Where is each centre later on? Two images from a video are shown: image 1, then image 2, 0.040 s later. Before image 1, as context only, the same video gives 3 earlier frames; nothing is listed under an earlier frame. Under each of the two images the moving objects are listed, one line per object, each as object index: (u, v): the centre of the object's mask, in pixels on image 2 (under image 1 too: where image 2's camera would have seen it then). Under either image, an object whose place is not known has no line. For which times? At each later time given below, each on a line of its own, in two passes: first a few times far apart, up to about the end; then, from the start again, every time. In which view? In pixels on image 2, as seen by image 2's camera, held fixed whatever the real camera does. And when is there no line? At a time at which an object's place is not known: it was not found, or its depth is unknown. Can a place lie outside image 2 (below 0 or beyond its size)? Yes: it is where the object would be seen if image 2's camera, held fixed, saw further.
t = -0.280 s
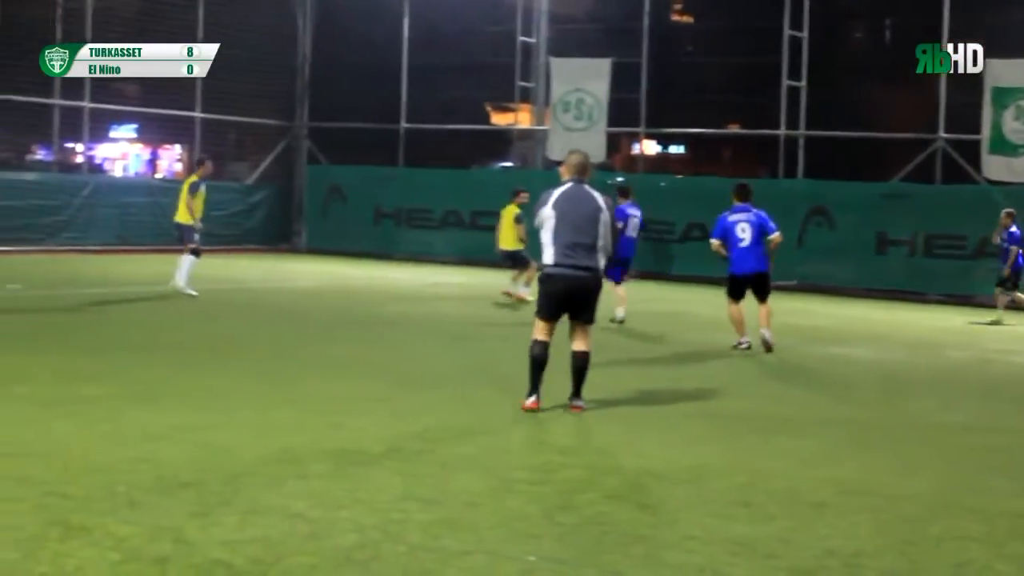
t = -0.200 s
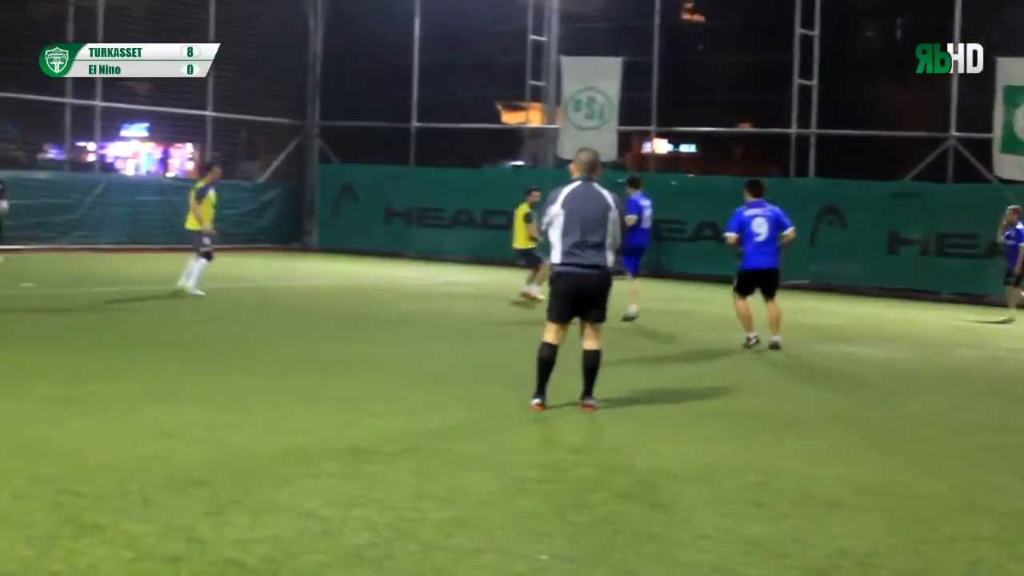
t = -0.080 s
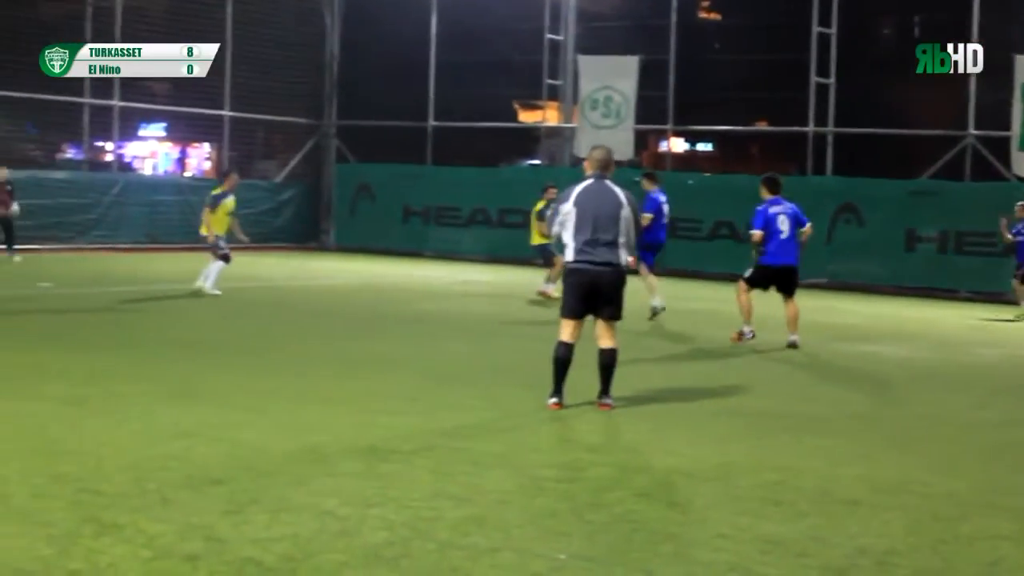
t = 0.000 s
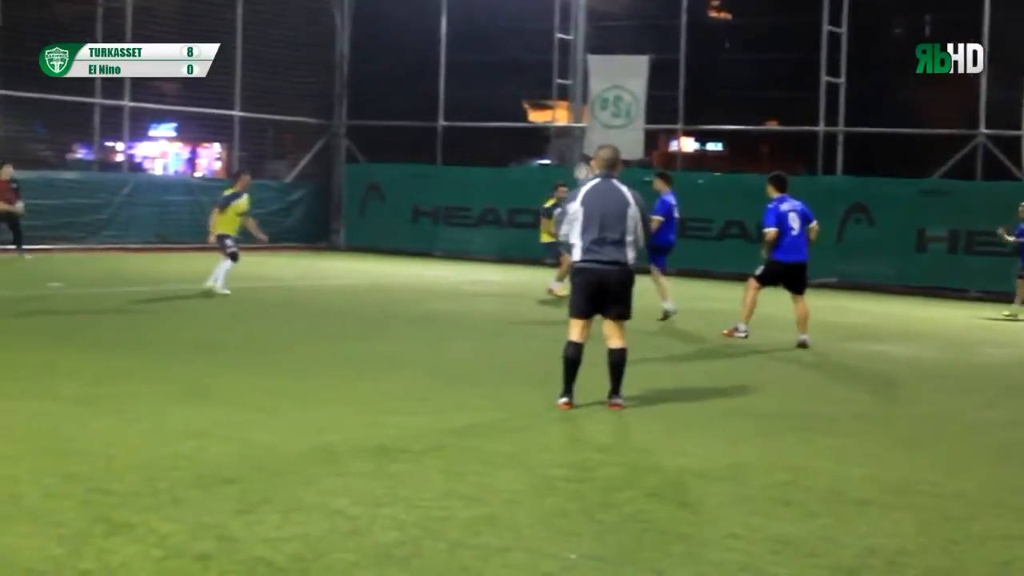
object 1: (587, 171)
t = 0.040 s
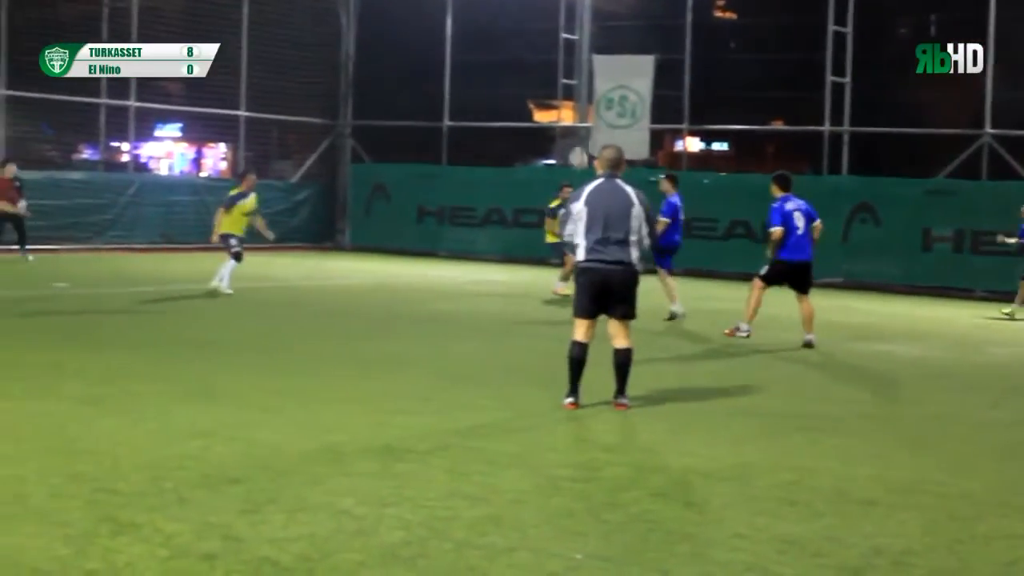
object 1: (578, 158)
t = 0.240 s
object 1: (526, 99)
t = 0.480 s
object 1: (465, 73)
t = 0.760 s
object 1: (392, 101)
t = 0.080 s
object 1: (567, 143)
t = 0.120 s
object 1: (557, 131)
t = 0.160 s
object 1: (550, 119)
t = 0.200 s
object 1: (536, 107)
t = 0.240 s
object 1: (526, 99)
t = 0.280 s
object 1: (516, 91)
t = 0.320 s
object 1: (506, 85)
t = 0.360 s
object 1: (495, 80)
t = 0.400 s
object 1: (485, 76)
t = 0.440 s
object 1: (475, 74)
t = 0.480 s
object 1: (465, 73)
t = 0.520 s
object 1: (455, 72)
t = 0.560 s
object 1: (443, 74)
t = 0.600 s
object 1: (433, 77)
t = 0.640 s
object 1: (423, 81)
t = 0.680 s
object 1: (413, 86)
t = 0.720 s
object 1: (402, 93)
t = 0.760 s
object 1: (392, 101)
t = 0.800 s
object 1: (381, 110)
